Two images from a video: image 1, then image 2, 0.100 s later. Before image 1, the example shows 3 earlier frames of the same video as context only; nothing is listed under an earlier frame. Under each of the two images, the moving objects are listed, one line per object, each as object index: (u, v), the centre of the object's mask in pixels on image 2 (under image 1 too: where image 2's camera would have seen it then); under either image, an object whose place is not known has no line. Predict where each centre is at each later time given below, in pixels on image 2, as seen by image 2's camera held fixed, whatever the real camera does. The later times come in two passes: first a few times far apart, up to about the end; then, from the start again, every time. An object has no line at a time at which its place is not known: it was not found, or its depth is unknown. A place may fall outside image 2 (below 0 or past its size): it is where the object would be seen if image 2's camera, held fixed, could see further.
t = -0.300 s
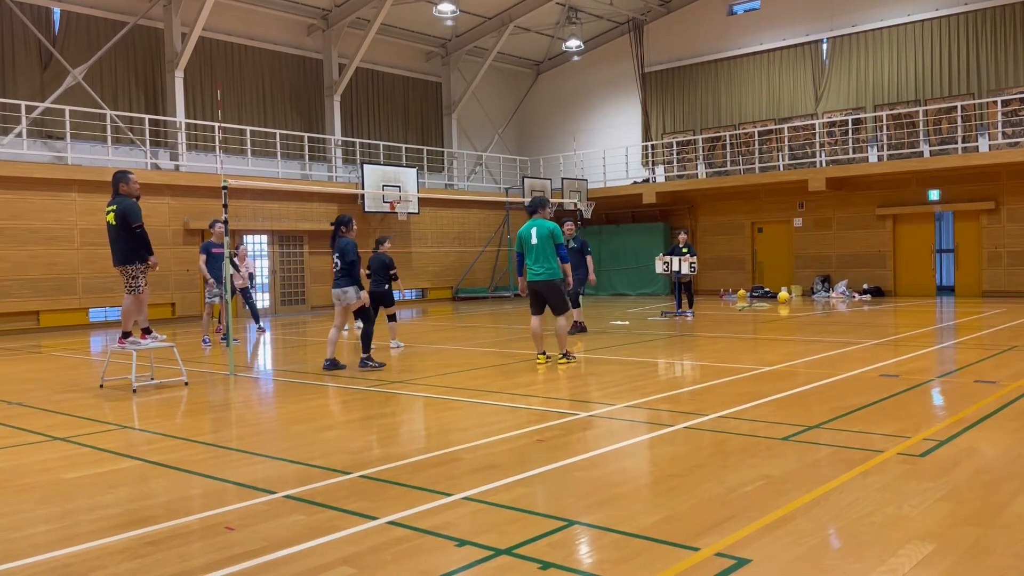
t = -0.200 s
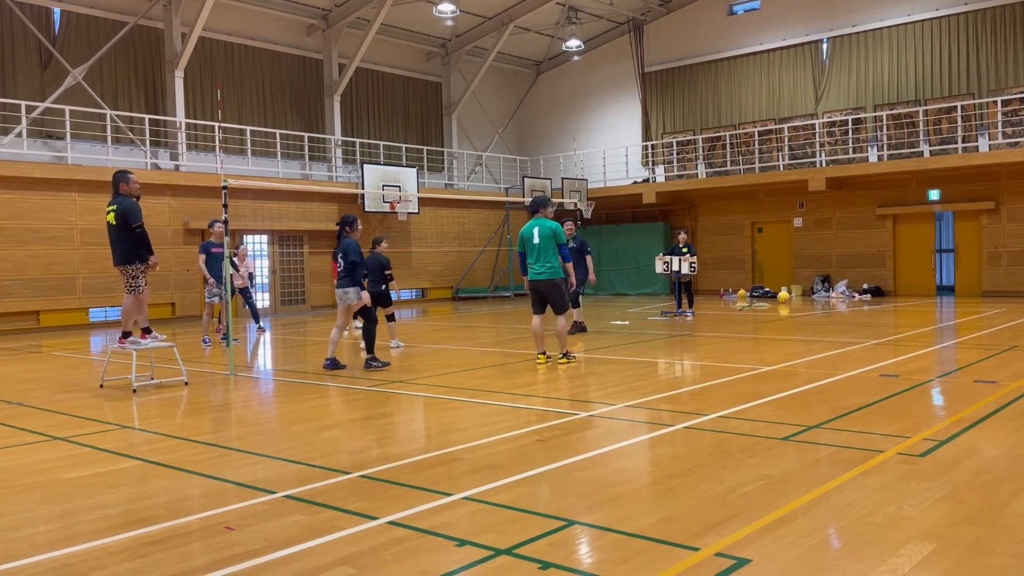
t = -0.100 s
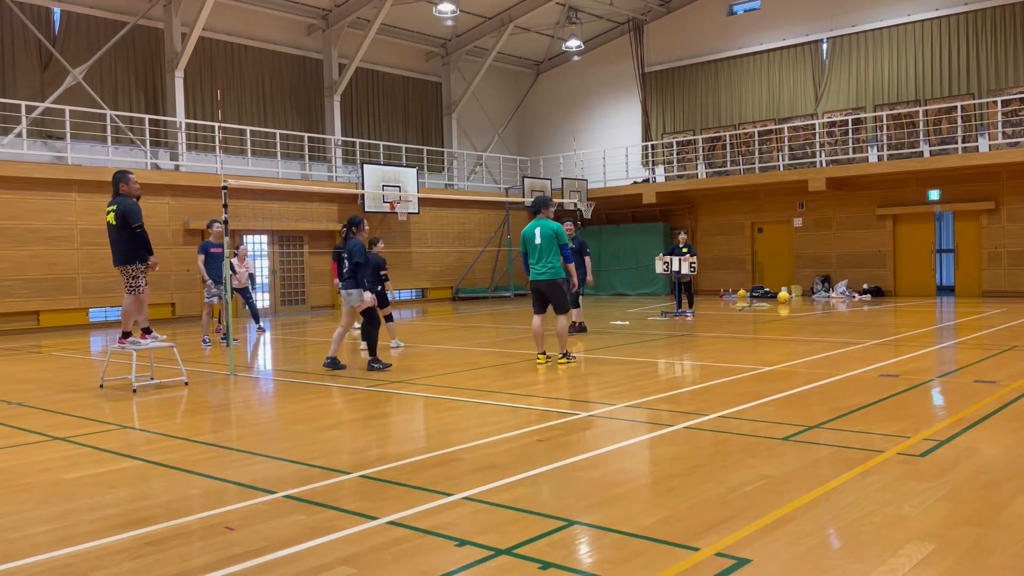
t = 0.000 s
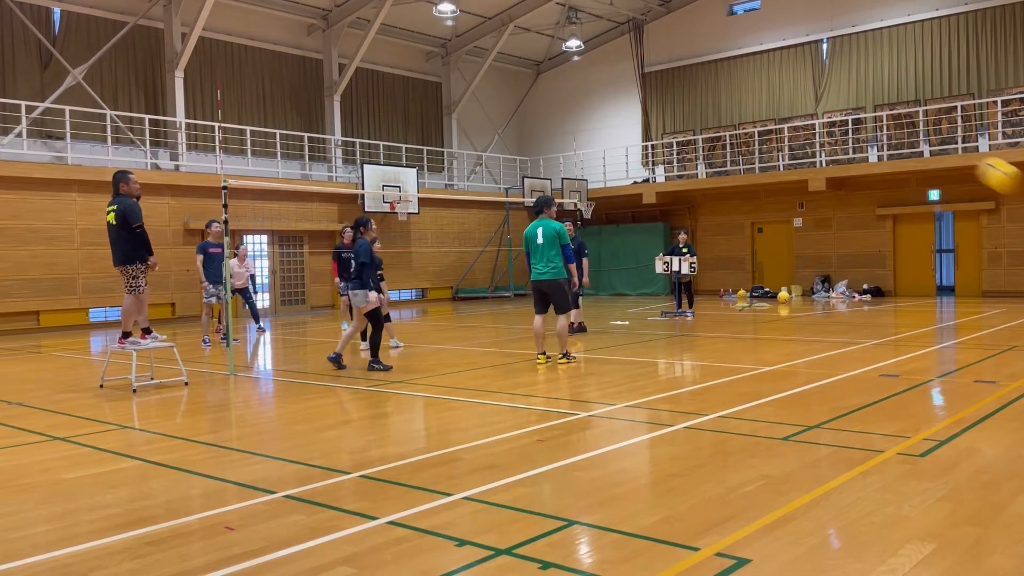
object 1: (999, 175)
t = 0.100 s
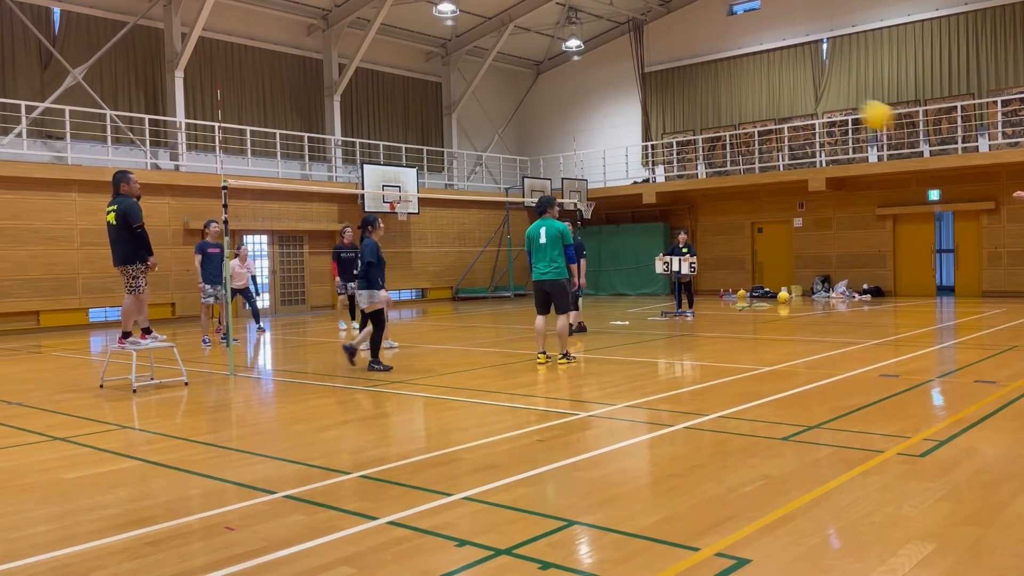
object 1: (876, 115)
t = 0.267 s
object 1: (716, 63)
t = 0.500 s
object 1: (550, 46)
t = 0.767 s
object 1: (416, 81)
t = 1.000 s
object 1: (326, 138)
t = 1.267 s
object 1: (242, 223)
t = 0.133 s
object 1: (840, 100)
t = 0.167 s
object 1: (807, 88)
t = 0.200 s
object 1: (775, 78)
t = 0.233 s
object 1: (745, 69)
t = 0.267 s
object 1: (716, 63)
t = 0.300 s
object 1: (689, 56)
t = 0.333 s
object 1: (662, 51)
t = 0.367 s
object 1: (637, 48)
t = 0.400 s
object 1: (615, 46)
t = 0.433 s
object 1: (593, 45)
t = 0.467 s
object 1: (571, 45)
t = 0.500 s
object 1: (550, 46)
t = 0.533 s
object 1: (531, 48)
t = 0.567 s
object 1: (513, 50)
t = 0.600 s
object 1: (495, 54)
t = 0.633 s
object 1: (477, 58)
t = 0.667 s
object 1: (461, 63)
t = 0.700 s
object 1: (446, 69)
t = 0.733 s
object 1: (431, 75)
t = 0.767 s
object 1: (416, 81)
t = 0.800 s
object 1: (401, 89)
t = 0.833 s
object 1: (388, 96)
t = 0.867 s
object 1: (375, 104)
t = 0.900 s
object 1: (362, 112)
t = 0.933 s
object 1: (350, 120)
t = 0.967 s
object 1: (338, 128)
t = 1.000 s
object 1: (326, 138)
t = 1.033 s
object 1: (315, 148)
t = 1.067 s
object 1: (304, 157)
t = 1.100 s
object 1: (293, 168)
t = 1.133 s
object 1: (282, 177)
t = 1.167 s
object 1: (271, 191)
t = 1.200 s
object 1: (262, 199)
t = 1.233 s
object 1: (253, 212)
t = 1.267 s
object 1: (242, 223)
